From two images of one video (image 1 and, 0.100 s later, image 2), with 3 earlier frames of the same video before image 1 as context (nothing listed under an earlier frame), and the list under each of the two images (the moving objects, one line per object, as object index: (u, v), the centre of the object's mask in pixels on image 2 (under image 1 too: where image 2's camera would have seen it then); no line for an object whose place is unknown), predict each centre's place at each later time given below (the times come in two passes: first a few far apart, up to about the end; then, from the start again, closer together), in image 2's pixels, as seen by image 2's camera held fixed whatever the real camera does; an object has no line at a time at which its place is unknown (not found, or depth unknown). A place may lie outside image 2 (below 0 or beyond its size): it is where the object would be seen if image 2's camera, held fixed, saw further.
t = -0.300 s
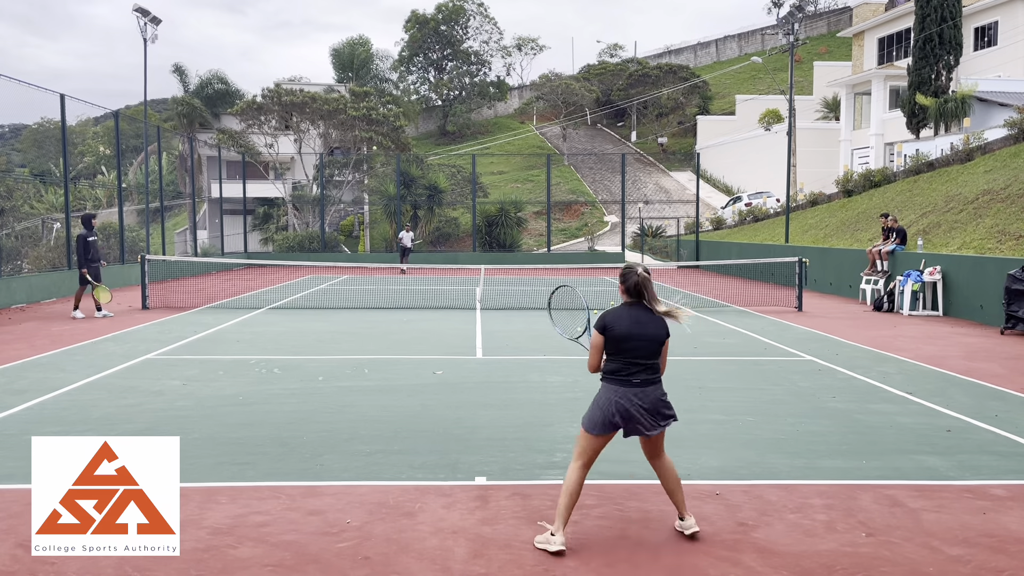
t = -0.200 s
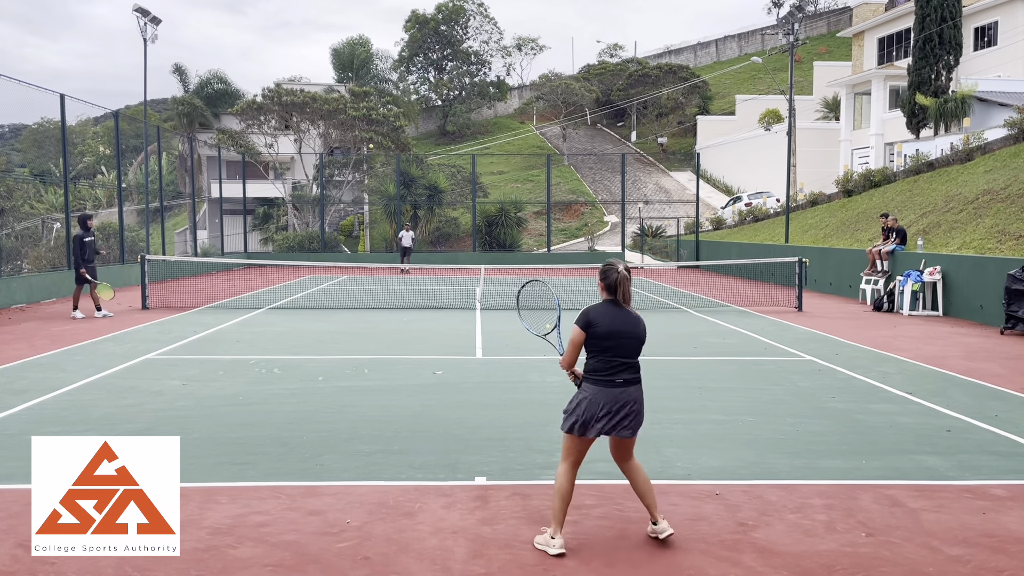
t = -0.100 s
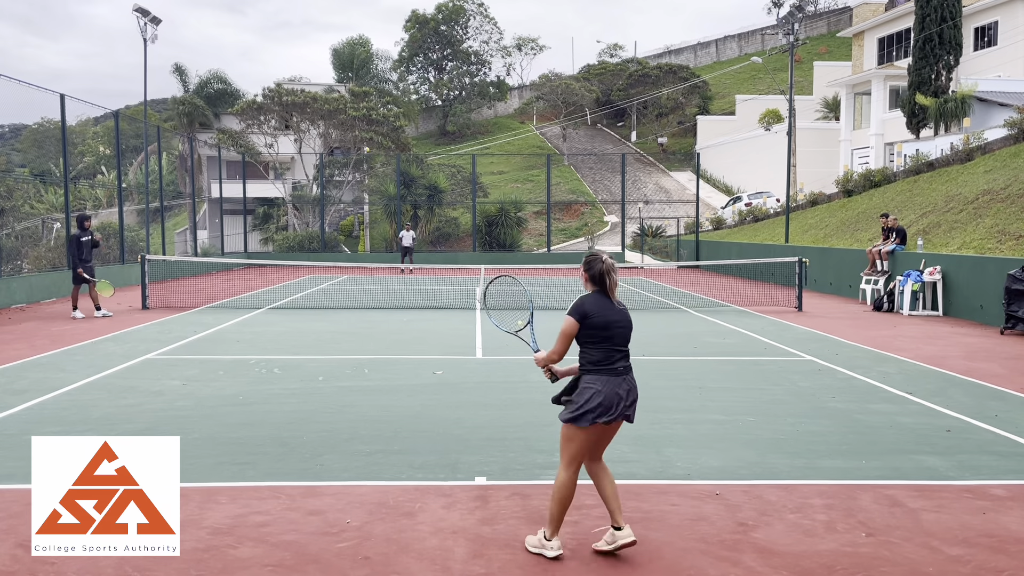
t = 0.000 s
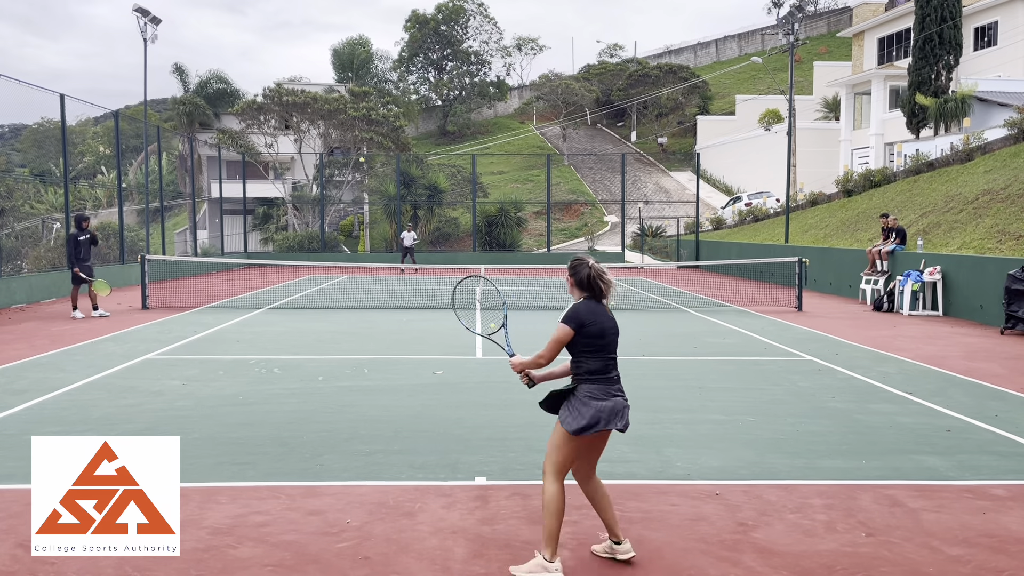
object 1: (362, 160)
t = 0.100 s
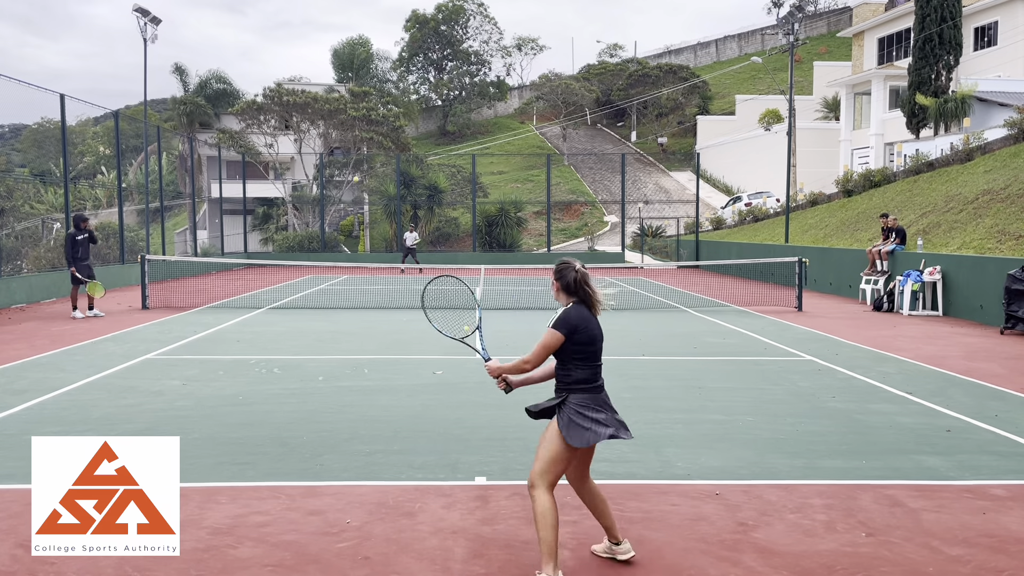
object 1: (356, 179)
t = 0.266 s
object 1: (343, 240)
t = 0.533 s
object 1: (315, 410)
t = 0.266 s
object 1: (343, 240)
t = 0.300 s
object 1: (340, 258)
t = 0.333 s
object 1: (337, 278)
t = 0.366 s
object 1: (334, 302)
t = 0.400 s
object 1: (330, 328)
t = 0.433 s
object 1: (326, 358)
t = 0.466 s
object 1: (321, 392)
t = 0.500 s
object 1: (316, 430)
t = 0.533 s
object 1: (315, 410)
